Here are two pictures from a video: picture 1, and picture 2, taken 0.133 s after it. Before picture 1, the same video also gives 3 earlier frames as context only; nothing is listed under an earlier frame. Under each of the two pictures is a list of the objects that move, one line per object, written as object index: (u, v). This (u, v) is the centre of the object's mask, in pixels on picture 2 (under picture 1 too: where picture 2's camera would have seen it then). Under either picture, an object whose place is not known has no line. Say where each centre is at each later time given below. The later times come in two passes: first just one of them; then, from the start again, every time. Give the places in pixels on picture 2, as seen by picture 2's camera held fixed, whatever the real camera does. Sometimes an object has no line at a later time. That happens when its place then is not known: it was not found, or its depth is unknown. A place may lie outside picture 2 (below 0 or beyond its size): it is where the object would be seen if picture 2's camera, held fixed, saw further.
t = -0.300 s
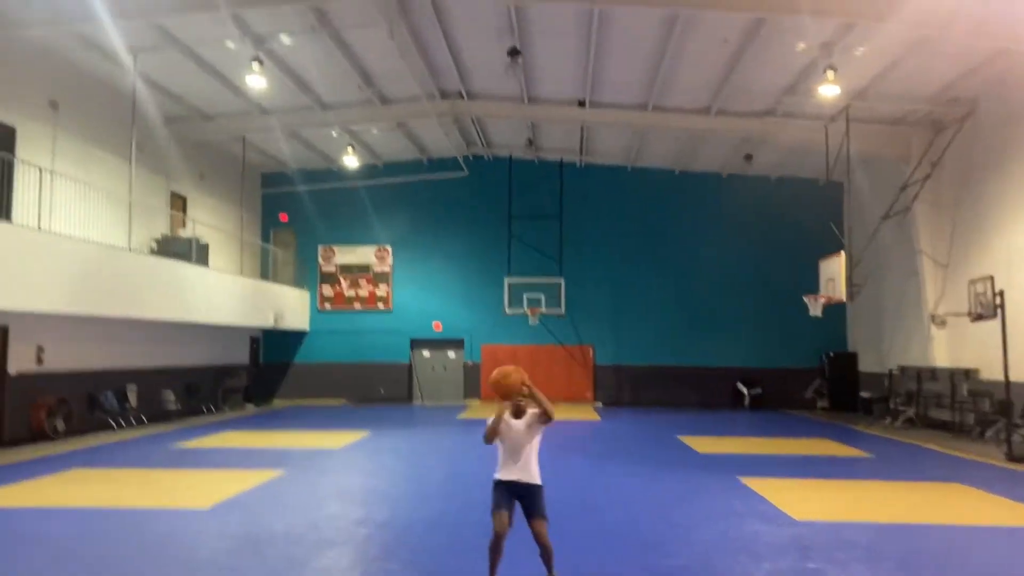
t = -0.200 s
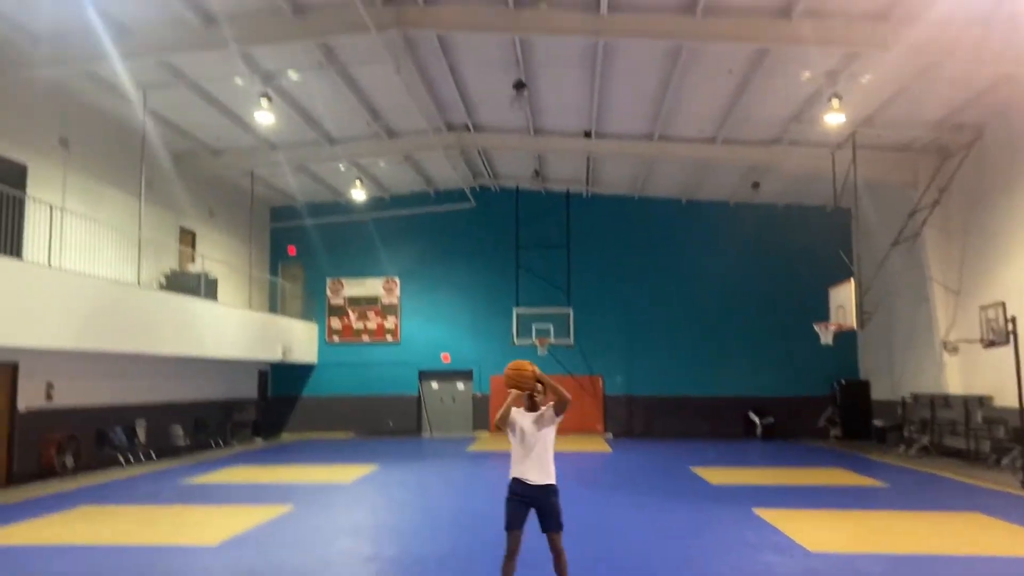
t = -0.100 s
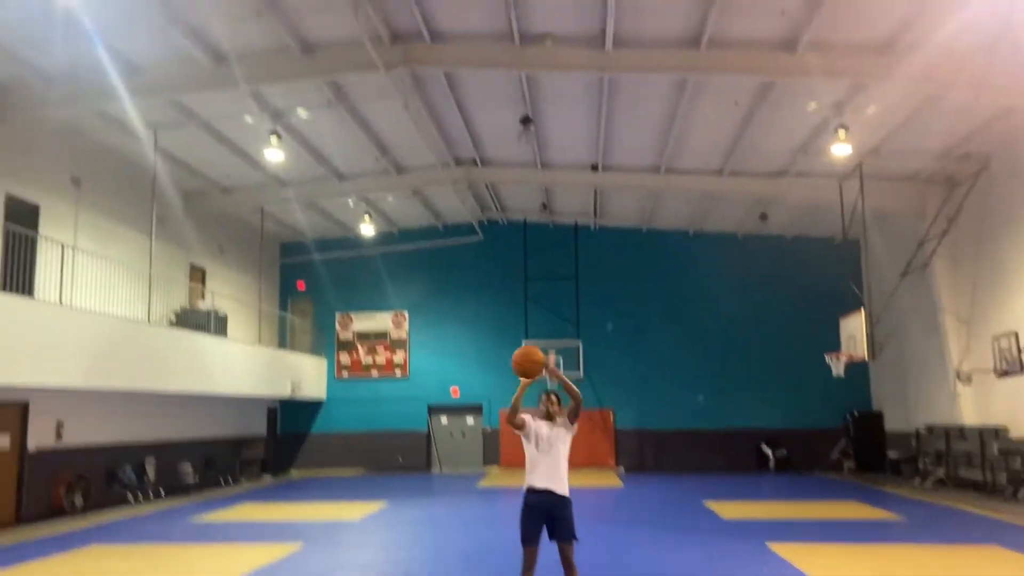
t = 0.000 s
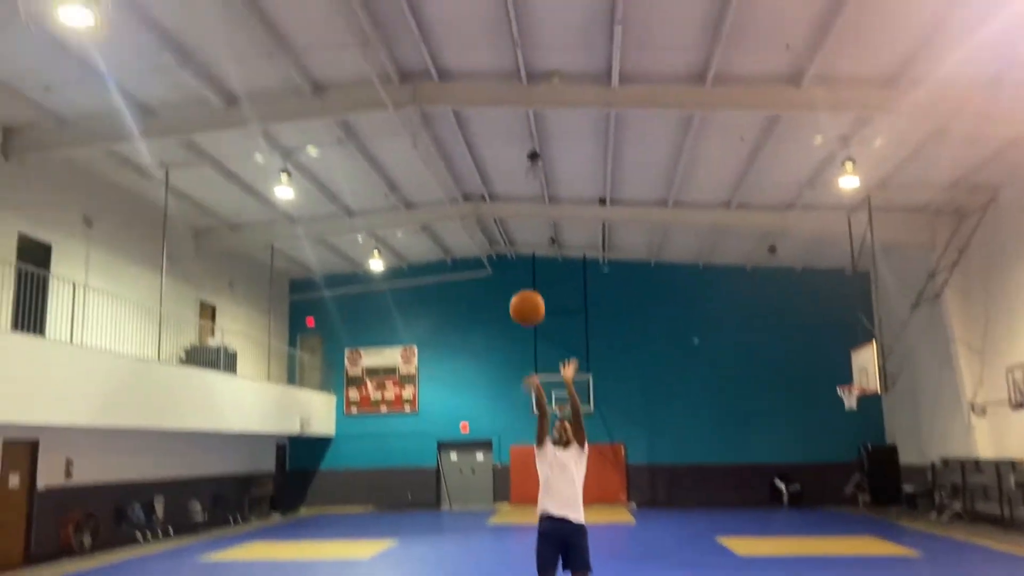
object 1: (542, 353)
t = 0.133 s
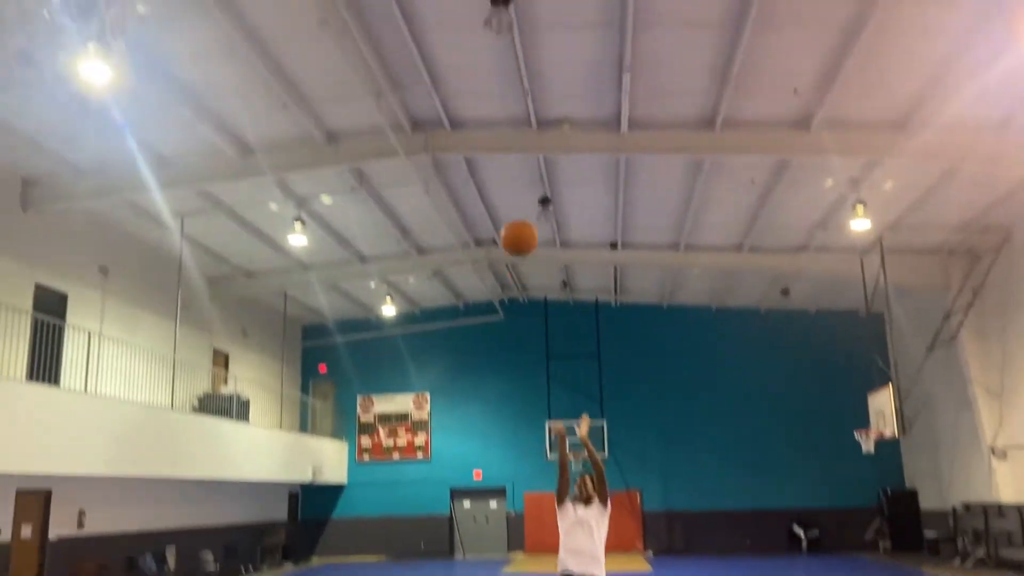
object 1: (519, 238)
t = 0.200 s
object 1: (507, 184)
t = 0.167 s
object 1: (513, 210)
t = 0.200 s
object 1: (507, 184)
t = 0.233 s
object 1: (501, 158)
